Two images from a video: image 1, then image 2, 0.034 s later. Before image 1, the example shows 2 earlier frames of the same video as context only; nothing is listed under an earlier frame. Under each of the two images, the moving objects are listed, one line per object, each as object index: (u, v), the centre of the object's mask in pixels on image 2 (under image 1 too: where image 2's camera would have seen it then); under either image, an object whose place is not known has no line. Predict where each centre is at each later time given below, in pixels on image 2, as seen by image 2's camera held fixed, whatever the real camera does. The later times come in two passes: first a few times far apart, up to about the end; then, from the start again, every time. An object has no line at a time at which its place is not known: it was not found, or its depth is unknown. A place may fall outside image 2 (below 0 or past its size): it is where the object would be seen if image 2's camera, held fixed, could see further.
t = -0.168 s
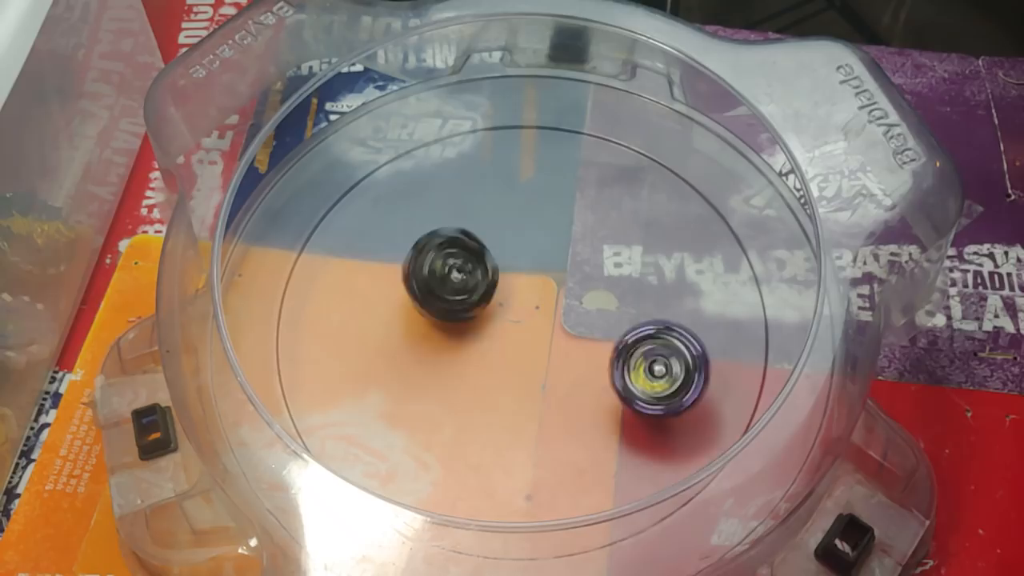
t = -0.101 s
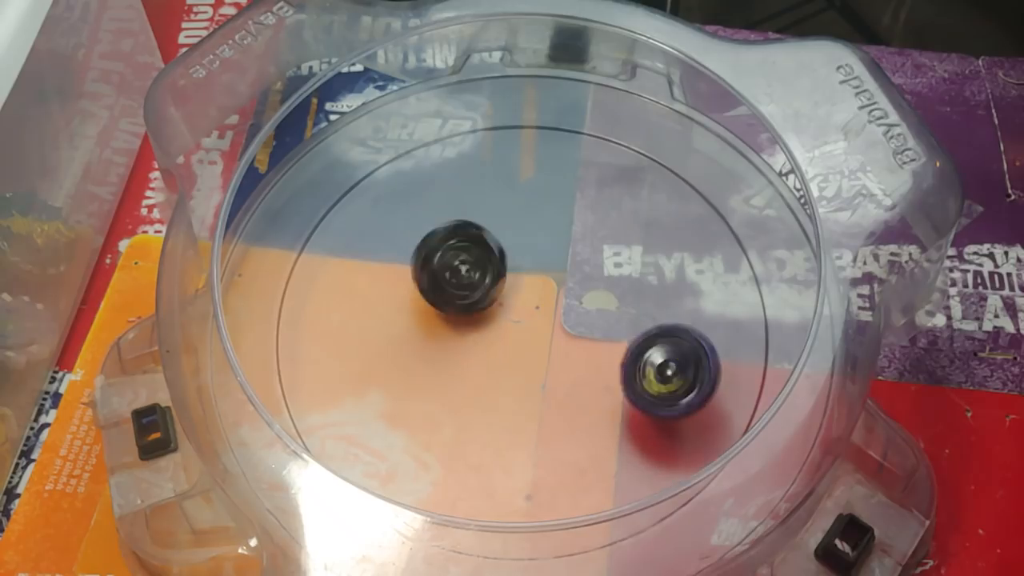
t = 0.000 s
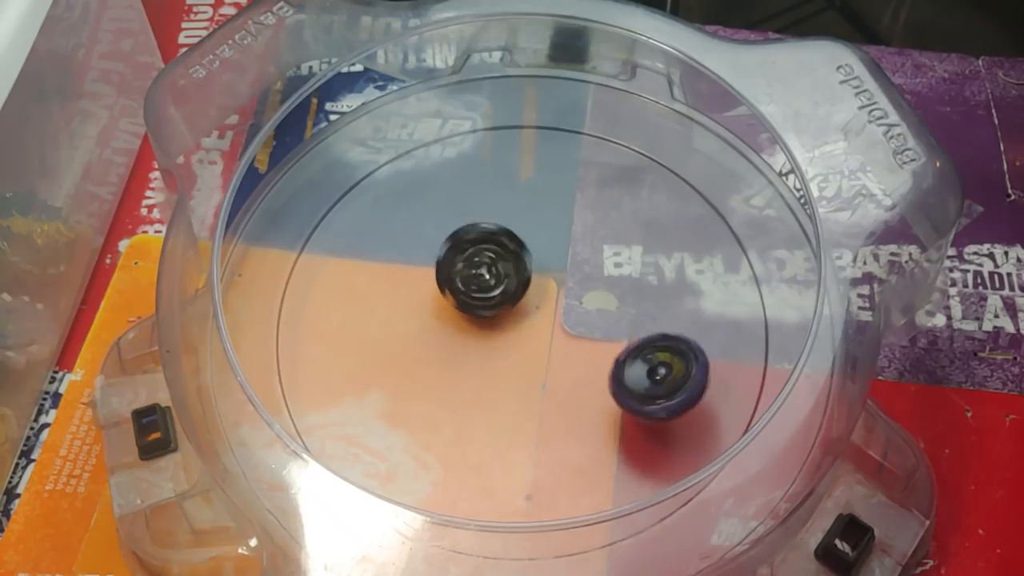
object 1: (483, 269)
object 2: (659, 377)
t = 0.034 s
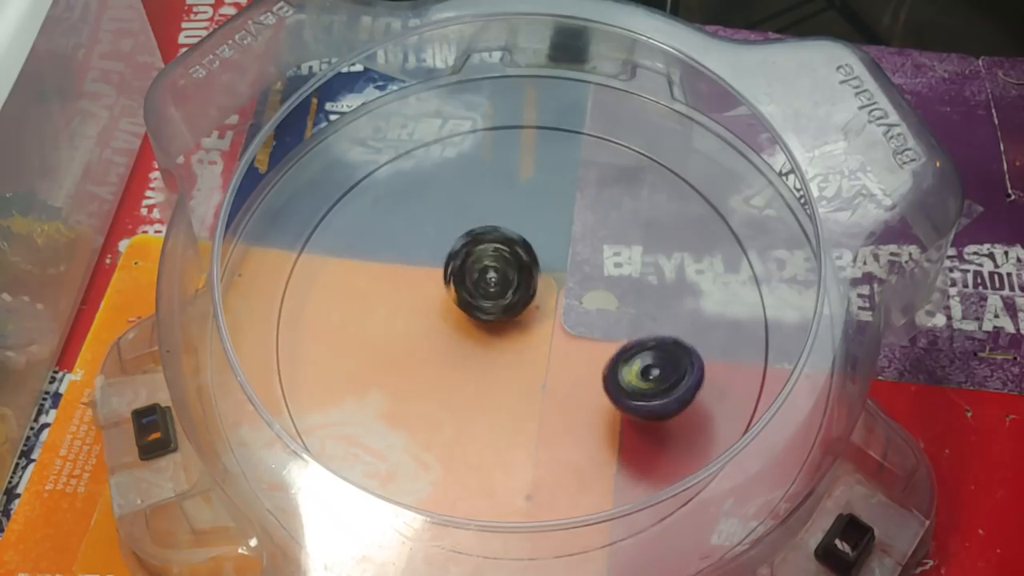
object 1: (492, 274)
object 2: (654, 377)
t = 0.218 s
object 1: (542, 303)
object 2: (591, 378)
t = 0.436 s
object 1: (587, 307)
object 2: (523, 380)
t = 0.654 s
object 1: (605, 298)
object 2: (446, 337)
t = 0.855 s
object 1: (572, 315)
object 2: (450, 298)
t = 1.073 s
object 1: (568, 312)
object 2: (481, 309)
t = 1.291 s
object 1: (582, 320)
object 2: (475, 352)
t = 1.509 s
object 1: (568, 315)
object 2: (469, 354)
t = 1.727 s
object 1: (574, 318)
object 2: (484, 359)
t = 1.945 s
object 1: (569, 315)
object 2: (493, 371)
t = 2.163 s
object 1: (572, 315)
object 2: (503, 371)
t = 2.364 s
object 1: (571, 313)
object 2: (515, 374)
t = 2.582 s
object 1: (572, 311)
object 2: (528, 373)
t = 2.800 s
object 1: (577, 312)
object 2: (525, 368)
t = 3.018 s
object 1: (573, 314)
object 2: (500, 363)
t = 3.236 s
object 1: (577, 316)
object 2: (494, 344)
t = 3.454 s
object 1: (578, 313)
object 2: (505, 352)
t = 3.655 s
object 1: (581, 318)
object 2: (491, 351)
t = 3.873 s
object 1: (578, 317)
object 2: (484, 339)
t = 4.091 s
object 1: (583, 315)
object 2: (507, 347)
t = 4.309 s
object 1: (581, 316)
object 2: (486, 365)
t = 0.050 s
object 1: (497, 277)
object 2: (649, 378)
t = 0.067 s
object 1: (501, 282)
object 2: (644, 378)
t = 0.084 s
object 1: (505, 283)
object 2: (639, 377)
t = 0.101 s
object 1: (510, 288)
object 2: (635, 377)
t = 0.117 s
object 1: (514, 292)
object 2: (629, 376)
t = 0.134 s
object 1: (519, 294)
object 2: (622, 375)
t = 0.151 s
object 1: (524, 298)
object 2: (616, 374)
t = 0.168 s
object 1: (529, 304)
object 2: (610, 372)
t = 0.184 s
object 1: (535, 303)
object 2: (603, 371)
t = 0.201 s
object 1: (539, 305)
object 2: (597, 374)
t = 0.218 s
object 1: (542, 303)
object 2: (591, 378)
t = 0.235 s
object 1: (545, 301)
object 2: (589, 381)
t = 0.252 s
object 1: (548, 300)
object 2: (586, 384)
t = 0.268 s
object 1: (551, 300)
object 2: (580, 386)
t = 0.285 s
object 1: (553, 299)
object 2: (575, 387)
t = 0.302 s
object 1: (556, 298)
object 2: (569, 386)
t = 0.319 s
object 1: (558, 299)
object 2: (566, 384)
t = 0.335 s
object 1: (559, 301)
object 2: (562, 383)
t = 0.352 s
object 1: (560, 302)
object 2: (559, 381)
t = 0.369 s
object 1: (563, 302)
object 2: (553, 379)
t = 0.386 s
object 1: (568, 303)
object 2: (546, 378)
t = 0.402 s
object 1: (574, 305)
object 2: (540, 379)
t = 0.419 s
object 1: (581, 305)
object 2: (531, 380)
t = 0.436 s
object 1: (587, 307)
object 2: (523, 380)
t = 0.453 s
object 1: (593, 307)
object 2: (515, 379)
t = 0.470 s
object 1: (597, 306)
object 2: (507, 378)
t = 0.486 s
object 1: (601, 305)
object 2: (500, 375)
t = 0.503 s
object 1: (604, 303)
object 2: (493, 374)
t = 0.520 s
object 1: (605, 301)
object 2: (487, 372)
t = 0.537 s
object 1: (605, 299)
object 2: (479, 369)
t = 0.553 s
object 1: (605, 298)
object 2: (473, 365)
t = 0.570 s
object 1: (605, 297)
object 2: (468, 361)
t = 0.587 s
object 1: (605, 297)
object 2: (464, 356)
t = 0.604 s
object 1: (605, 297)
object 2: (459, 352)
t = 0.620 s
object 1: (605, 297)
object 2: (454, 347)
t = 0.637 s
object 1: (605, 297)
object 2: (450, 343)
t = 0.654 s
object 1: (605, 298)
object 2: (446, 337)
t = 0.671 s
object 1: (605, 299)
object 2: (444, 333)
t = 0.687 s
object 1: (604, 301)
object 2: (442, 328)
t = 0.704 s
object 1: (603, 303)
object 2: (440, 324)
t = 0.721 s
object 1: (602, 305)
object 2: (439, 320)
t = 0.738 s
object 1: (600, 307)
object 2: (439, 315)
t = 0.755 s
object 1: (597, 310)
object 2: (440, 311)
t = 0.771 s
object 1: (594, 312)
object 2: (441, 308)
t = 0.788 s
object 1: (591, 313)
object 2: (442, 306)
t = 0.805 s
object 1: (586, 314)
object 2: (443, 303)
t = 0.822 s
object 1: (582, 315)
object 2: (444, 301)
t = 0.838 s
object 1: (577, 316)
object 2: (447, 299)
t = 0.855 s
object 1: (572, 315)
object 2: (450, 298)
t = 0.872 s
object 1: (568, 314)
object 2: (453, 298)
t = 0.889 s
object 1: (565, 312)
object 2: (455, 297)
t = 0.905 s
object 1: (562, 311)
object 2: (458, 297)
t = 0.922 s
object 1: (560, 309)
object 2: (461, 296)
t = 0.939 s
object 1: (558, 308)
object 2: (466, 296)
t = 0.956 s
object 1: (559, 306)
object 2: (470, 297)
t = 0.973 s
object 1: (559, 305)
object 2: (474, 299)
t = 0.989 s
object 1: (561, 305)
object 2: (475, 300)
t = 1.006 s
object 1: (564, 306)
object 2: (476, 301)
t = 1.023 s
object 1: (565, 307)
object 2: (477, 302)
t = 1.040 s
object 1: (566, 309)
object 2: (478, 304)
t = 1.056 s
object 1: (567, 310)
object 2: (480, 306)
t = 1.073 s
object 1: (568, 312)
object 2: (481, 309)
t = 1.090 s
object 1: (569, 313)
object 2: (482, 312)
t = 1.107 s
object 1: (570, 314)
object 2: (483, 316)
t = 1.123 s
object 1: (571, 316)
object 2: (481, 319)
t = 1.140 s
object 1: (573, 317)
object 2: (482, 322)
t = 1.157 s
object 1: (576, 318)
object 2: (483, 326)
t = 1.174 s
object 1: (577, 319)
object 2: (482, 331)
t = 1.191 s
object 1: (579, 319)
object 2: (482, 335)
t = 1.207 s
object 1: (580, 320)
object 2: (480, 338)
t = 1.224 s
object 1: (582, 320)
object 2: (479, 342)
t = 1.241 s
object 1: (583, 320)
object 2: (478, 345)
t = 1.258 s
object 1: (584, 320)
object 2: (478, 347)
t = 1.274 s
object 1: (583, 320)
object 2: (476, 350)
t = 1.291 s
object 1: (582, 320)
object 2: (475, 352)
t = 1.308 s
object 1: (581, 320)
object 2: (473, 354)
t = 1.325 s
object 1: (580, 319)
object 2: (472, 355)
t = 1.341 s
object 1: (579, 319)
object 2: (470, 356)
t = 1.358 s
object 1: (579, 319)
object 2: (469, 356)
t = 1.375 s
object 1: (578, 318)
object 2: (469, 355)
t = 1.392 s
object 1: (576, 318)
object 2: (469, 356)
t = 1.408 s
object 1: (575, 318)
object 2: (469, 356)
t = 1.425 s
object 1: (574, 318)
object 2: (468, 356)
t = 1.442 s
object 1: (572, 317)
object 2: (467, 355)
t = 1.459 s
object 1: (571, 317)
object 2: (467, 354)
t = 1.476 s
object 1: (570, 316)
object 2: (467, 354)
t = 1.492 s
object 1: (569, 316)
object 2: (468, 354)
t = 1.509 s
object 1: (568, 315)
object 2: (469, 354)
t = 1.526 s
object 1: (568, 314)
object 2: (469, 354)
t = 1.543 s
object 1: (568, 314)
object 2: (469, 354)
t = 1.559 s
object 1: (567, 314)
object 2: (469, 354)
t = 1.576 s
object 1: (567, 314)
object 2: (470, 354)
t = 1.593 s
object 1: (567, 314)
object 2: (471, 354)
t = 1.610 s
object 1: (567, 314)
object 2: (473, 355)
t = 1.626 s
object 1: (568, 315)
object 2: (474, 355)
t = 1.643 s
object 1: (568, 315)
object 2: (474, 356)
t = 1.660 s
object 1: (569, 316)
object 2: (475, 355)
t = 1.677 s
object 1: (570, 316)
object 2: (476, 354)
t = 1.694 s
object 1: (571, 317)
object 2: (479, 354)
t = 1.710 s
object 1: (573, 318)
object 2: (483, 357)
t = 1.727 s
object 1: (574, 318)
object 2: (484, 359)
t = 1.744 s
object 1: (575, 318)
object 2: (485, 360)
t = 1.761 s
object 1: (575, 318)
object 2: (486, 361)
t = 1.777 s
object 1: (575, 318)
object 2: (487, 363)
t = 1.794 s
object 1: (575, 318)
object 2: (488, 364)
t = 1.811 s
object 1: (574, 318)
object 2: (489, 366)
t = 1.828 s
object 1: (573, 318)
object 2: (489, 368)
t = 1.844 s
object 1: (572, 317)
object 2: (489, 369)
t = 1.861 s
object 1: (571, 317)
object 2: (489, 369)
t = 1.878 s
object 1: (570, 316)
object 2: (490, 370)
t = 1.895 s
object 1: (570, 316)
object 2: (490, 371)
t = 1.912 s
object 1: (569, 315)
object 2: (491, 371)
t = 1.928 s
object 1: (569, 315)
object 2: (492, 371)
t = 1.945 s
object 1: (569, 315)
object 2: (493, 371)
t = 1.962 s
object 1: (569, 316)
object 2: (493, 372)
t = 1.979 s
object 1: (570, 316)
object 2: (493, 371)
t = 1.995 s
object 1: (570, 316)
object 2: (494, 371)
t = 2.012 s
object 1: (571, 317)
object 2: (495, 371)
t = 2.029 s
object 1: (572, 317)
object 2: (496, 371)
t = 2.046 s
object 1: (572, 317)
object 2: (497, 372)
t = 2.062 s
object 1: (573, 318)
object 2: (498, 372)
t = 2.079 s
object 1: (573, 318)
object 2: (497, 373)
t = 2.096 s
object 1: (573, 317)
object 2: (498, 372)
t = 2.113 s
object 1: (573, 317)
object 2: (499, 372)
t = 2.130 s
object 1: (573, 316)
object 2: (500, 371)
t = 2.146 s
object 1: (573, 316)
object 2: (502, 371)
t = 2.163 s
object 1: (572, 315)
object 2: (503, 371)
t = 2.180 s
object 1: (572, 315)
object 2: (503, 372)
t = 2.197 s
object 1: (572, 315)
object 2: (503, 372)
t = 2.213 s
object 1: (572, 314)
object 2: (505, 370)
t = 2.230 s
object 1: (572, 314)
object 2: (506, 370)
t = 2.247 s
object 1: (572, 314)
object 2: (508, 371)
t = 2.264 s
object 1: (572, 314)
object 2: (509, 372)
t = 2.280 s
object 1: (572, 314)
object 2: (510, 373)
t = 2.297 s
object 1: (572, 314)
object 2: (511, 375)
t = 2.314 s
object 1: (572, 314)
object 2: (511, 375)
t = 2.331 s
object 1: (572, 313)
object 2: (512, 375)
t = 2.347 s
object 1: (572, 313)
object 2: (514, 375)
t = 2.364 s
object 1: (571, 313)
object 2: (515, 374)
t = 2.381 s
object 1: (571, 312)
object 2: (516, 374)
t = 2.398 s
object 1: (571, 312)
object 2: (516, 374)
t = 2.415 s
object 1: (572, 313)
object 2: (516, 375)
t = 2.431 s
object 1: (572, 313)
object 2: (517, 373)
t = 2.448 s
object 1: (572, 312)
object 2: (518, 373)
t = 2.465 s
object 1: (572, 312)
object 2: (520, 373)
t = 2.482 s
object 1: (572, 312)
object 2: (522, 373)
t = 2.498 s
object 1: (572, 312)
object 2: (523, 373)
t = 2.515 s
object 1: (572, 312)
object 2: (524, 372)
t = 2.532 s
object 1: (572, 312)
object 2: (525, 374)
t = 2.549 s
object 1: (572, 311)
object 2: (526, 374)
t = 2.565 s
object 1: (572, 311)
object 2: (527, 373)
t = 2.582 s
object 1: (572, 311)
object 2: (528, 373)
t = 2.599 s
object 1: (572, 311)
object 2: (529, 374)
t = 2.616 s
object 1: (573, 310)
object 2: (530, 374)
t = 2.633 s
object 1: (573, 310)
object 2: (529, 374)
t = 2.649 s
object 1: (573, 310)
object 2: (528, 373)
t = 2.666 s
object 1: (574, 310)
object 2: (528, 371)
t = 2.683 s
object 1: (574, 310)
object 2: (528, 370)
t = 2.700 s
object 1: (575, 310)
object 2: (528, 369)
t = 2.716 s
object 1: (575, 310)
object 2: (529, 368)
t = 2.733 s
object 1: (575, 310)
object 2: (529, 368)
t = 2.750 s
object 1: (575, 310)
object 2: (528, 369)
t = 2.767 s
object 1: (576, 310)
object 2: (527, 369)
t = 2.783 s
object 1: (576, 311)
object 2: (525, 369)
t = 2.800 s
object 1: (577, 312)
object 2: (525, 368)
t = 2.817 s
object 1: (577, 312)
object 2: (523, 368)
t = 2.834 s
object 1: (576, 312)
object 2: (521, 369)
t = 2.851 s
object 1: (575, 311)
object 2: (519, 370)
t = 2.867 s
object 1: (575, 311)
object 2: (518, 369)
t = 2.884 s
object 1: (574, 311)
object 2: (516, 368)
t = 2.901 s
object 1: (574, 312)
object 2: (513, 369)
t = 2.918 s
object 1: (574, 312)
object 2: (512, 368)
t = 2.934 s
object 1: (573, 313)
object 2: (510, 367)
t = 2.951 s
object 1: (573, 313)
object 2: (507, 368)
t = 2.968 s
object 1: (573, 314)
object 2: (504, 367)
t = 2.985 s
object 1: (573, 314)
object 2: (502, 367)
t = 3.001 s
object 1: (573, 314)
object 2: (501, 364)
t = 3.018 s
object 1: (573, 314)
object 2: (500, 363)
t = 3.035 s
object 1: (573, 314)
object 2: (498, 360)
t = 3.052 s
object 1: (573, 314)
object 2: (497, 358)
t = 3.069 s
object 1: (574, 314)
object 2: (496, 355)
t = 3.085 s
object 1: (574, 314)
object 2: (495, 353)
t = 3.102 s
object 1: (574, 315)
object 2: (494, 350)
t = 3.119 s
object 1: (574, 315)
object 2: (493, 348)
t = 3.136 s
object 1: (575, 314)
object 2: (492, 347)
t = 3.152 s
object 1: (576, 314)
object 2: (489, 346)
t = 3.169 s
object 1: (576, 314)
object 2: (489, 344)
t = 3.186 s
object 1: (576, 315)
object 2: (489, 344)
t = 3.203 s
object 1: (576, 315)
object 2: (490, 344)
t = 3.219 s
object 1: (577, 315)
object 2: (492, 344)
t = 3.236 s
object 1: (577, 316)
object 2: (494, 344)
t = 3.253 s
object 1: (578, 316)
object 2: (497, 346)
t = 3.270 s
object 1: (579, 316)
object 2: (497, 346)
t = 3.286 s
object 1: (579, 316)
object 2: (497, 346)
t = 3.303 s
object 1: (580, 316)
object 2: (497, 344)
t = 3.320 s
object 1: (580, 316)
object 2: (499, 342)
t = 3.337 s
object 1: (581, 315)
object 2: (501, 342)
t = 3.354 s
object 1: (581, 315)
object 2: (503, 341)
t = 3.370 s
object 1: (580, 314)
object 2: (504, 344)
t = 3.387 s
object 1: (579, 314)
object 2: (504, 346)
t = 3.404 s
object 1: (579, 314)
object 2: (504, 348)
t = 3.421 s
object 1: (578, 314)
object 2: (503, 349)
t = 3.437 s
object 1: (578, 313)
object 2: (504, 351)
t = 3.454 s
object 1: (578, 313)
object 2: (505, 352)
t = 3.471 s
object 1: (579, 313)
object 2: (507, 353)
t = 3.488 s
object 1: (579, 312)
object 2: (509, 355)
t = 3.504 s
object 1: (579, 312)
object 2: (509, 354)
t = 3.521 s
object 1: (578, 313)
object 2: (509, 356)
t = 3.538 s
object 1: (579, 313)
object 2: (508, 355)
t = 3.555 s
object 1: (579, 313)
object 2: (507, 355)
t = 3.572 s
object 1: (578, 314)
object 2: (506, 354)
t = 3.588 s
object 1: (579, 315)
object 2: (504, 353)
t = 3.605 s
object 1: (579, 316)
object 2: (501, 352)
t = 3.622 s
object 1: (580, 316)
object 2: (498, 353)
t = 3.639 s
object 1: (581, 317)
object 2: (494, 352)
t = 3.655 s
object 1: (581, 318)
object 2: (491, 351)
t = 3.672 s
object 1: (581, 318)
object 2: (490, 351)
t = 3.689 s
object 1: (582, 319)
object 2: (488, 351)
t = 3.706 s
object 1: (582, 319)
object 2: (486, 349)
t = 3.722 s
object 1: (582, 319)
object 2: (484, 348)
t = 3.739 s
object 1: (582, 319)
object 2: (481, 347)
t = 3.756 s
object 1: (582, 319)
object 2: (479, 346)
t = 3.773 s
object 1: (582, 319)
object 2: (477, 344)
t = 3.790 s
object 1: (581, 319)
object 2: (476, 342)
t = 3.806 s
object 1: (581, 319)
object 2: (476, 340)
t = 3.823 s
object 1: (580, 318)
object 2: (477, 338)
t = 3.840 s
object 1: (579, 318)
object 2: (480, 338)
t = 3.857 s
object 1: (578, 317)
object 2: (482, 338)
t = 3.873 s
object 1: (578, 317)
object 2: (484, 339)
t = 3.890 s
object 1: (578, 317)
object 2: (486, 340)
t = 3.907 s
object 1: (577, 317)
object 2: (489, 340)
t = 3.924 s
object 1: (577, 317)
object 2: (489, 340)
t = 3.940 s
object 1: (577, 316)
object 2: (490, 340)
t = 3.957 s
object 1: (578, 316)
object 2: (491, 340)
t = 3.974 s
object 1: (578, 316)
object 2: (492, 339)
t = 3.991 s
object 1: (579, 316)
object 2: (495, 338)
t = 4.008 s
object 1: (579, 318)
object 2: (498, 338)
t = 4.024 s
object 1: (581, 315)
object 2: (502, 338)
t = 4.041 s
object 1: (582, 315)
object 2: (505, 338)
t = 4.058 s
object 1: (583, 314)
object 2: (507, 341)
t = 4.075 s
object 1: (583, 315)
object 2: (507, 344)
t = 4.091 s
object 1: (583, 315)
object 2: (507, 347)
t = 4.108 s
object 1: (583, 316)
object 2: (506, 350)
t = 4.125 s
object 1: (582, 317)
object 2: (504, 352)
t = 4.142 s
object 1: (583, 318)
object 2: (505, 356)
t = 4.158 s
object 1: (583, 318)
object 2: (505, 357)
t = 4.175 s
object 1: (583, 318)
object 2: (505, 358)
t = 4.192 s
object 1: (583, 318)
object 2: (504, 358)
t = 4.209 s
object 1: (583, 317)
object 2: (505, 360)
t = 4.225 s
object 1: (582, 317)
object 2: (504, 361)
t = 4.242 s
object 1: (582, 316)
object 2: (500, 362)
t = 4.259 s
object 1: (582, 315)
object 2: (496, 363)
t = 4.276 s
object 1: (581, 316)
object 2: (492, 364)
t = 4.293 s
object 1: (581, 316)
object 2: (488, 365)
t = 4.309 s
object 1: (581, 316)
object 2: (486, 365)
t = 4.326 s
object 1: (581, 316)
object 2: (482, 365)
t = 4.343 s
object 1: (581, 316)
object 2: (478, 364)
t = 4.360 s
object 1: (581, 315)
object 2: (475, 364)
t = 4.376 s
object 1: (581, 315)
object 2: (472, 364)
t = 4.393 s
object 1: (580, 315)
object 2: (469, 364)
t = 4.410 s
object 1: (580, 315)
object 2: (467, 363)
